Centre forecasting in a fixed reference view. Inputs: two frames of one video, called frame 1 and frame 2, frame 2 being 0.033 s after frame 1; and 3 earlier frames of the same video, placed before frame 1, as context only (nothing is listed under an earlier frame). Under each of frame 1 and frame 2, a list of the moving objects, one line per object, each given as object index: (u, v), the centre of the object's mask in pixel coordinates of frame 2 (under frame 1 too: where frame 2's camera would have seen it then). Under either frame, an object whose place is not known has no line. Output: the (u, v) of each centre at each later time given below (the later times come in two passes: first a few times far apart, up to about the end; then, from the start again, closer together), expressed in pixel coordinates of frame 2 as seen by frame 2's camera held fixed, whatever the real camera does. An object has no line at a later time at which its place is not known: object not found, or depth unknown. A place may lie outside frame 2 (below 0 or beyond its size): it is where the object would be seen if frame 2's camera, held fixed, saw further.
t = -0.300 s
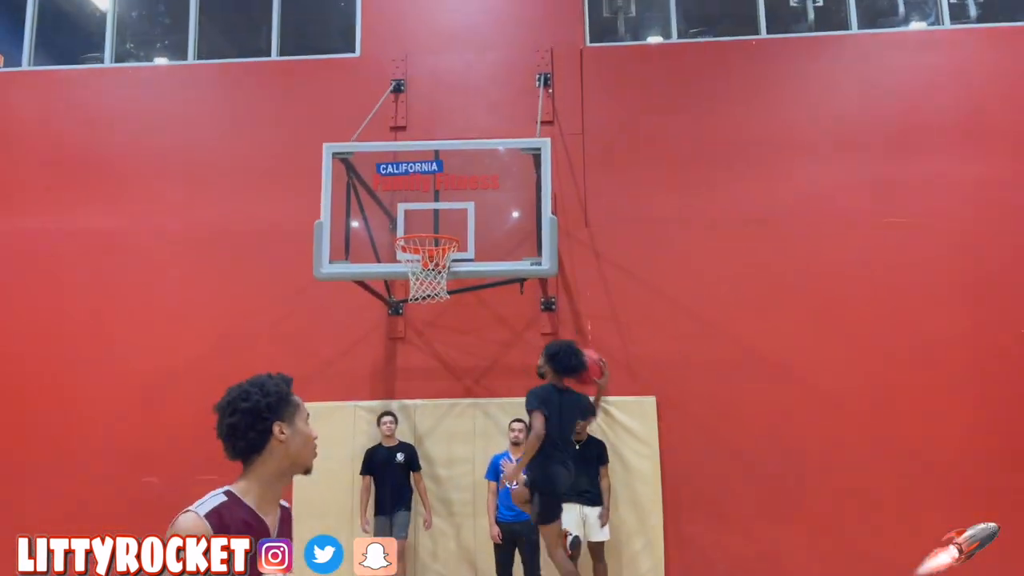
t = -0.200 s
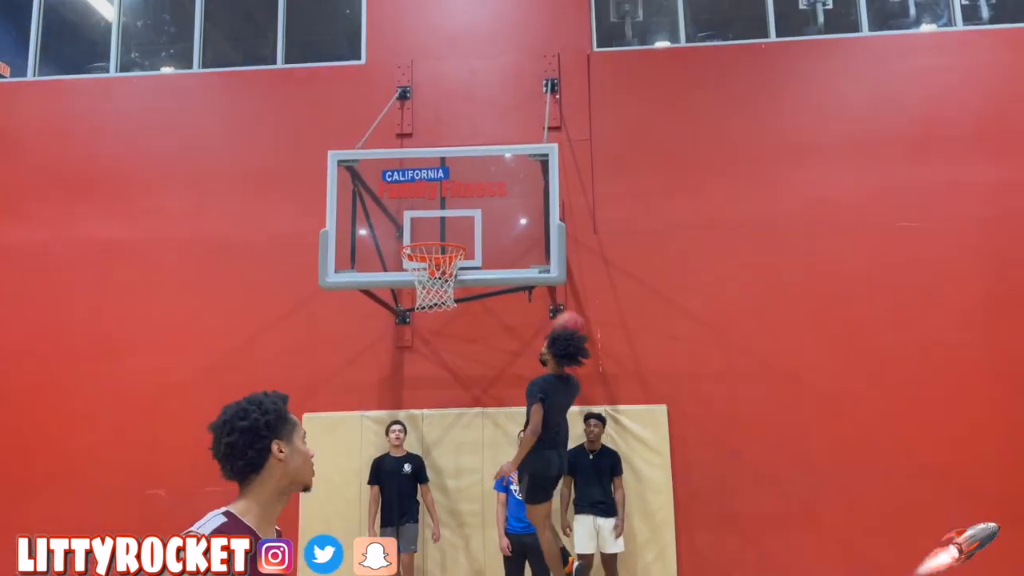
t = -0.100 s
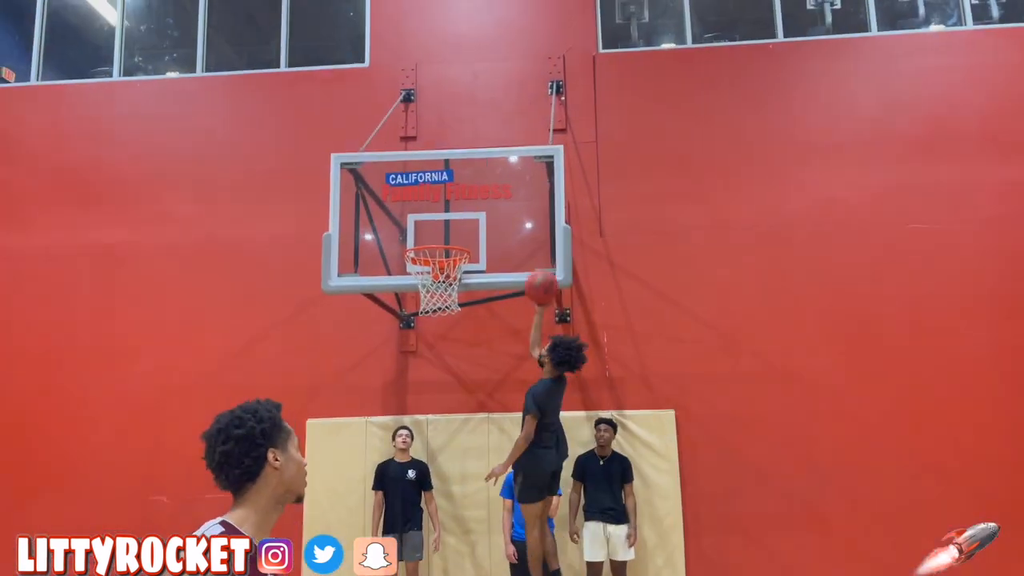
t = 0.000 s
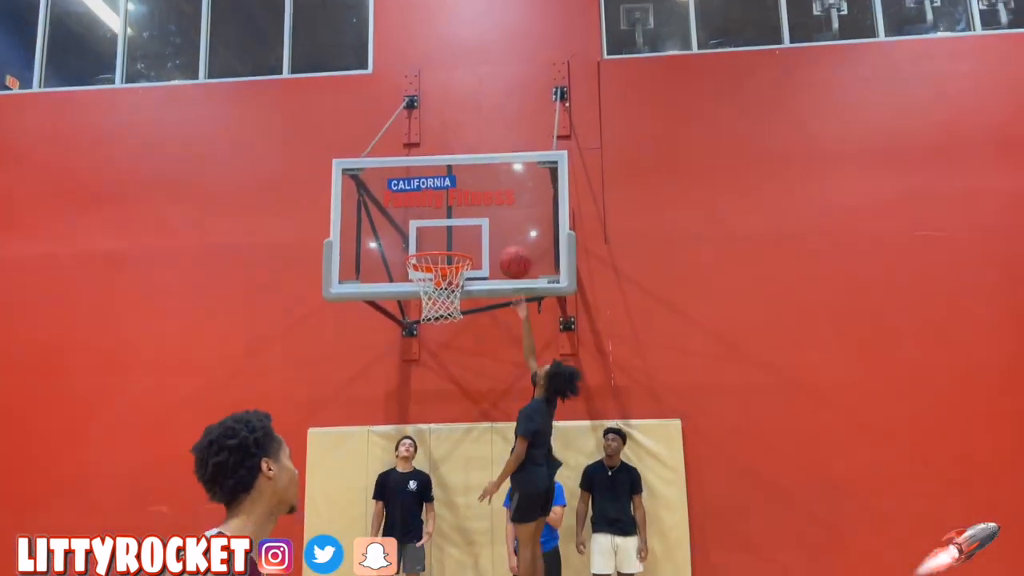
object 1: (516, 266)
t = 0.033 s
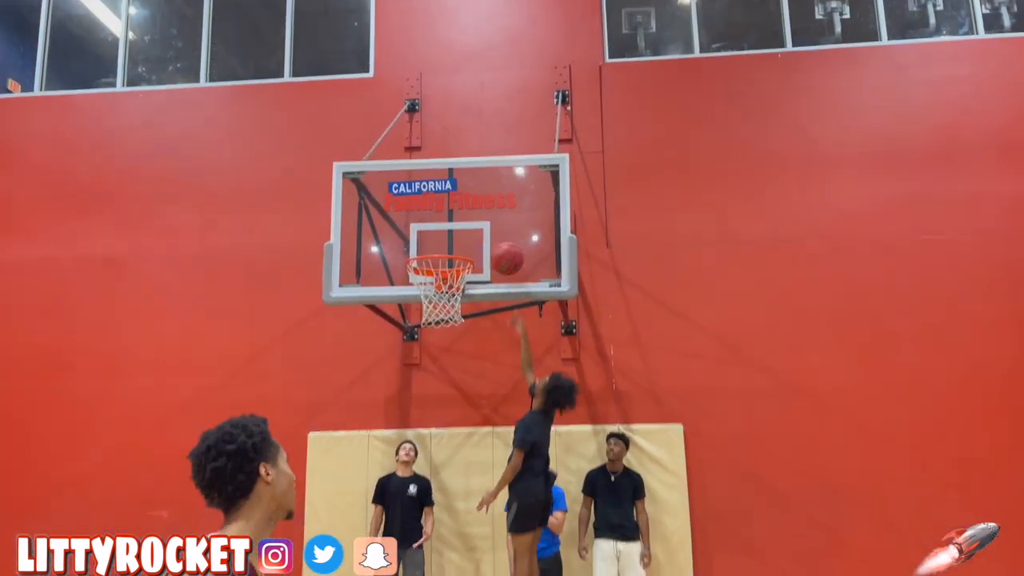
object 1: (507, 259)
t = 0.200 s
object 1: (462, 245)
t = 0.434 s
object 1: (429, 246)
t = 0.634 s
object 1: (415, 244)
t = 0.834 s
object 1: (420, 237)
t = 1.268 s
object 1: (419, 326)
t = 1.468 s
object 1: (415, 476)
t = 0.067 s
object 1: (498, 253)
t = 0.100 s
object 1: (489, 250)
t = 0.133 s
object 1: (480, 246)
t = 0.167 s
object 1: (471, 244)
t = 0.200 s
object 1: (462, 245)
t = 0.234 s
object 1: (454, 244)
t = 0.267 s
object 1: (449, 245)
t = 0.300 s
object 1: (445, 243)
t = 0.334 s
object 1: (440, 243)
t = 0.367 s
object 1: (436, 244)
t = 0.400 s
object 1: (433, 245)
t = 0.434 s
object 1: (429, 246)
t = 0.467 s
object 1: (425, 245)
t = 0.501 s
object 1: (421, 245)
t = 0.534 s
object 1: (419, 245)
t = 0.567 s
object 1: (415, 246)
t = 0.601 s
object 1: (414, 245)
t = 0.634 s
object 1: (415, 244)
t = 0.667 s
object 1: (414, 243)
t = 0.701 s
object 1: (415, 242)
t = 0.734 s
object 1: (416, 241)
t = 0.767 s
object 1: (417, 240)
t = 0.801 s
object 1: (418, 238)
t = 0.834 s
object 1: (420, 237)
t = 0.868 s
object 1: (421, 237)
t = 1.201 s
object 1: (420, 295)
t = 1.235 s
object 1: (419, 311)
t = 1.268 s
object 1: (419, 326)
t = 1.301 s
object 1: (421, 343)
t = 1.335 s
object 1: (419, 365)
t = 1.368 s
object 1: (418, 388)
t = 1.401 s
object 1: (417, 415)
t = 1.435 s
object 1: (416, 446)
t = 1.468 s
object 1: (415, 476)
